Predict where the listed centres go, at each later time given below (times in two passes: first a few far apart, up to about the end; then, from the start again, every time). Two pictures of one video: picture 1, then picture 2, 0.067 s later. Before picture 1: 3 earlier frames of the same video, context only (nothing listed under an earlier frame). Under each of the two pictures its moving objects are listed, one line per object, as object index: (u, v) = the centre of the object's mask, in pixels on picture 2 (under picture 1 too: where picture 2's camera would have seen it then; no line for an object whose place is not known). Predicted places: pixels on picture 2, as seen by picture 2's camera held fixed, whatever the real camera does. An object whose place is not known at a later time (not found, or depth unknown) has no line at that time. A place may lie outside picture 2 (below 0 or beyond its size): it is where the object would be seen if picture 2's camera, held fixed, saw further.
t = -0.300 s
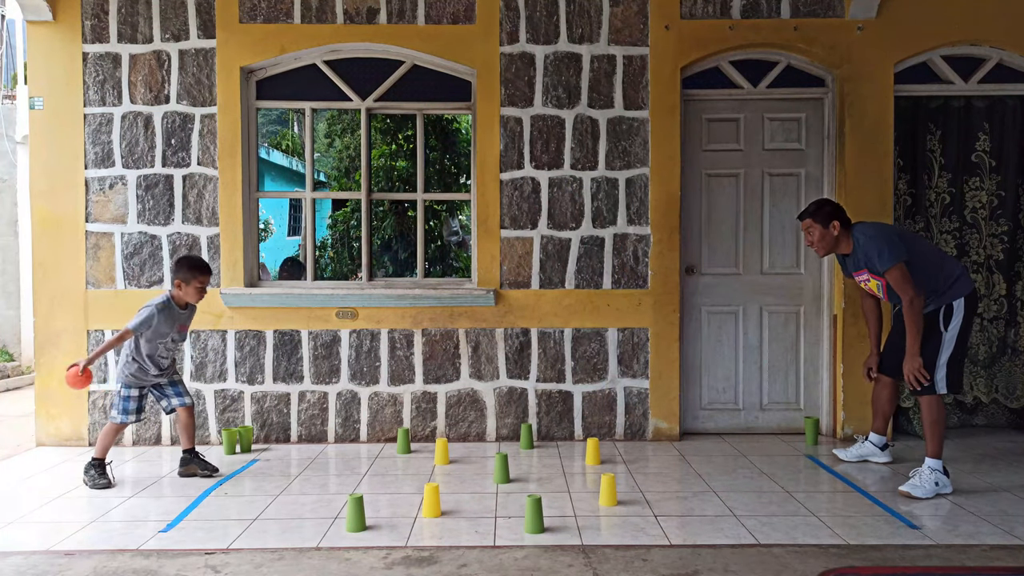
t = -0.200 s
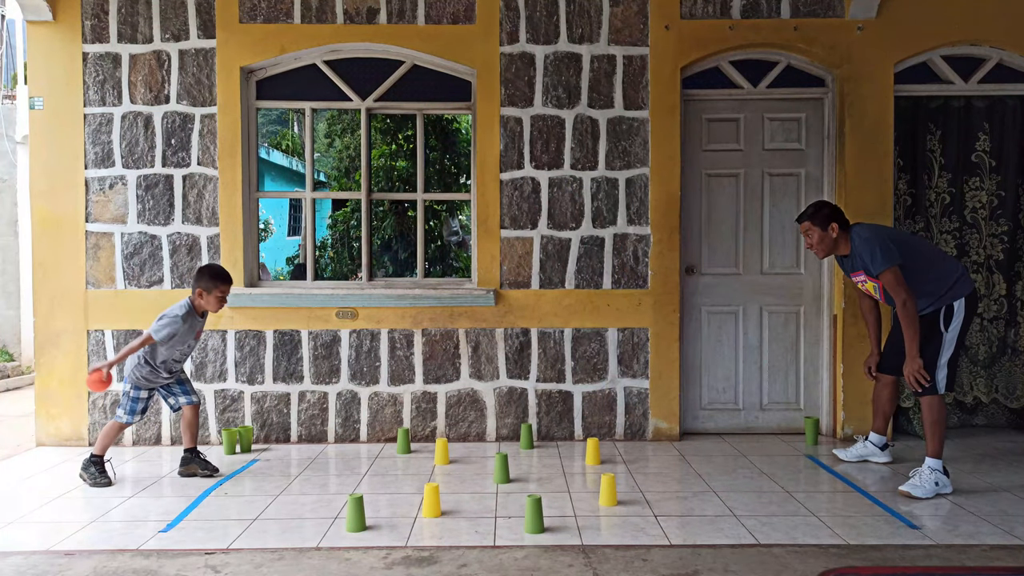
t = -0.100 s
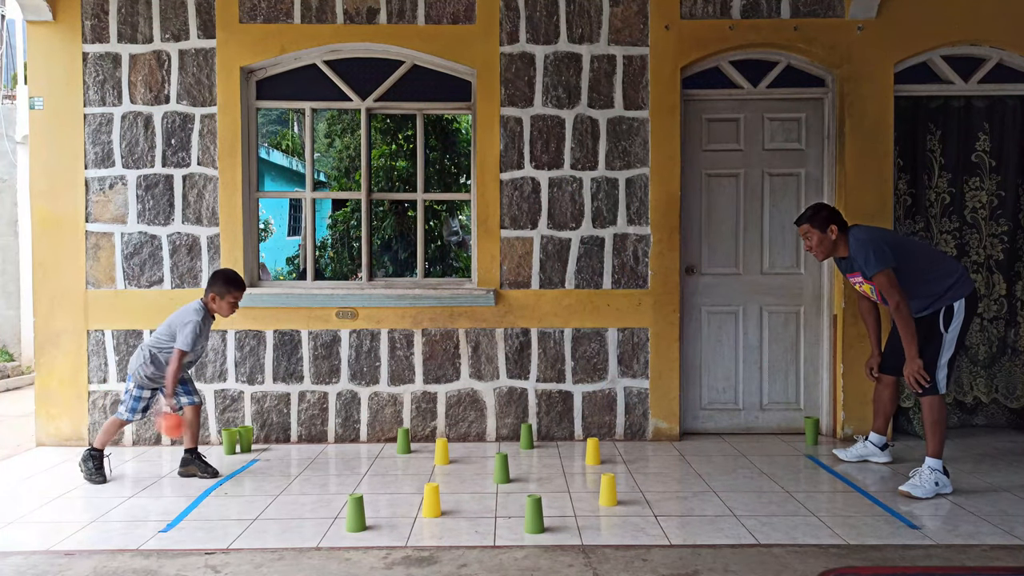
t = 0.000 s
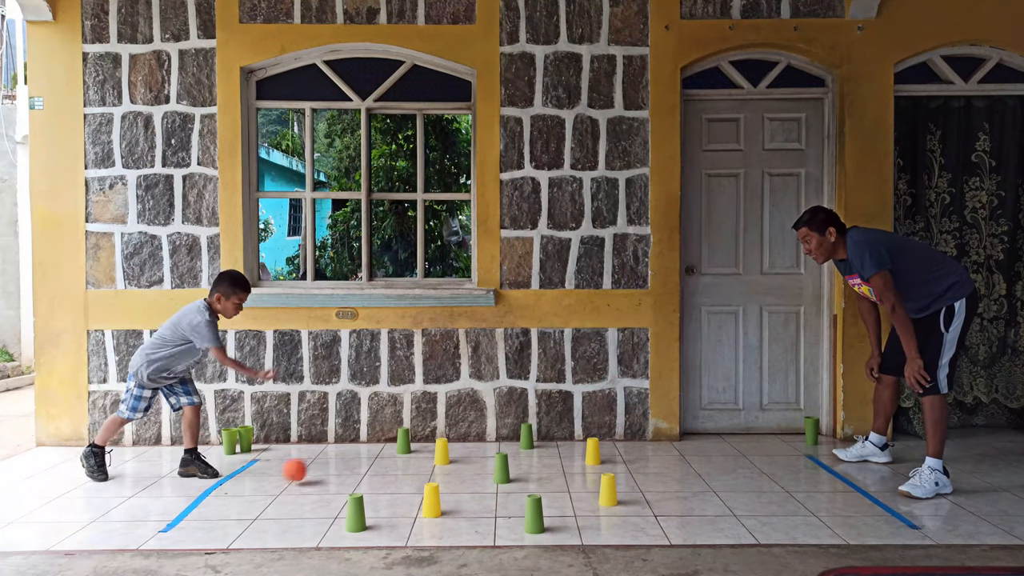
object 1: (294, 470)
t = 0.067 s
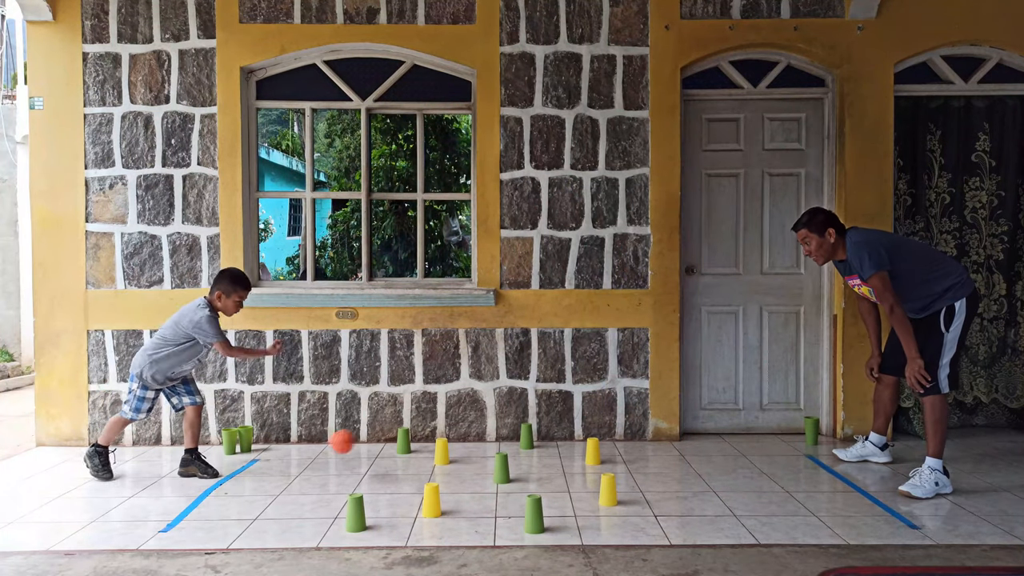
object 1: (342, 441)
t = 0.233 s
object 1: (455, 418)
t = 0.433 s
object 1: (585, 459)
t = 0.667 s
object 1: (723, 448)
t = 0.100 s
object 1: (364, 433)
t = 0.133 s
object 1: (386, 426)
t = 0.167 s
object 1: (410, 420)
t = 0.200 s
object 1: (433, 419)
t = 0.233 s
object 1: (455, 418)
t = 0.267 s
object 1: (477, 420)
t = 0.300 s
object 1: (500, 426)
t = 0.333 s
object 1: (520, 433)
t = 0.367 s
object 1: (543, 442)
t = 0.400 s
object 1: (564, 455)
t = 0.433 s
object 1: (585, 459)
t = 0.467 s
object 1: (605, 450)
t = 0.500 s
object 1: (627, 443)
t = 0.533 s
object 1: (645, 440)
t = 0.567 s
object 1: (664, 438)
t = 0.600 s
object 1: (685, 438)
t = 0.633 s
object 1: (704, 442)
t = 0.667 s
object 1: (723, 448)
